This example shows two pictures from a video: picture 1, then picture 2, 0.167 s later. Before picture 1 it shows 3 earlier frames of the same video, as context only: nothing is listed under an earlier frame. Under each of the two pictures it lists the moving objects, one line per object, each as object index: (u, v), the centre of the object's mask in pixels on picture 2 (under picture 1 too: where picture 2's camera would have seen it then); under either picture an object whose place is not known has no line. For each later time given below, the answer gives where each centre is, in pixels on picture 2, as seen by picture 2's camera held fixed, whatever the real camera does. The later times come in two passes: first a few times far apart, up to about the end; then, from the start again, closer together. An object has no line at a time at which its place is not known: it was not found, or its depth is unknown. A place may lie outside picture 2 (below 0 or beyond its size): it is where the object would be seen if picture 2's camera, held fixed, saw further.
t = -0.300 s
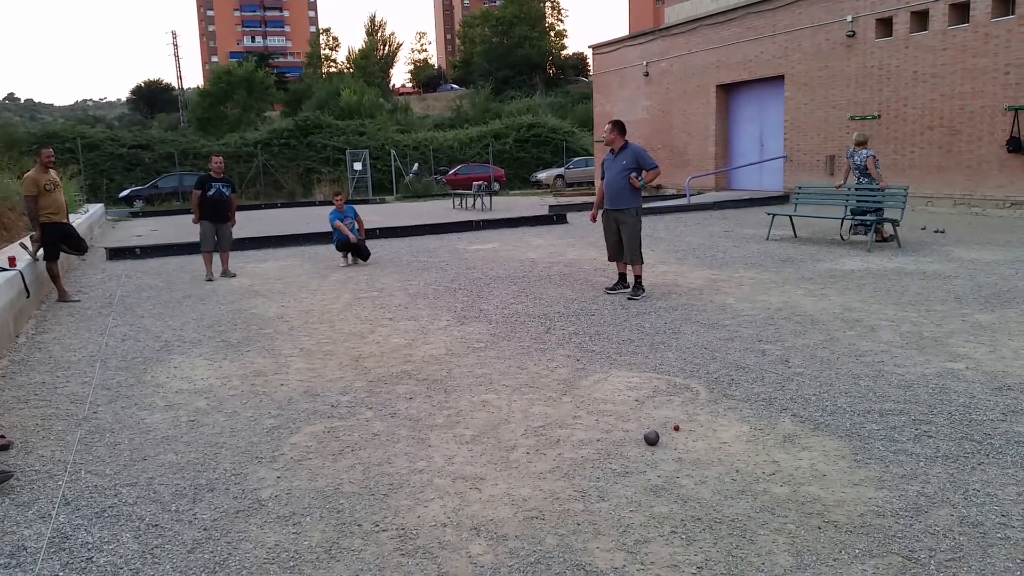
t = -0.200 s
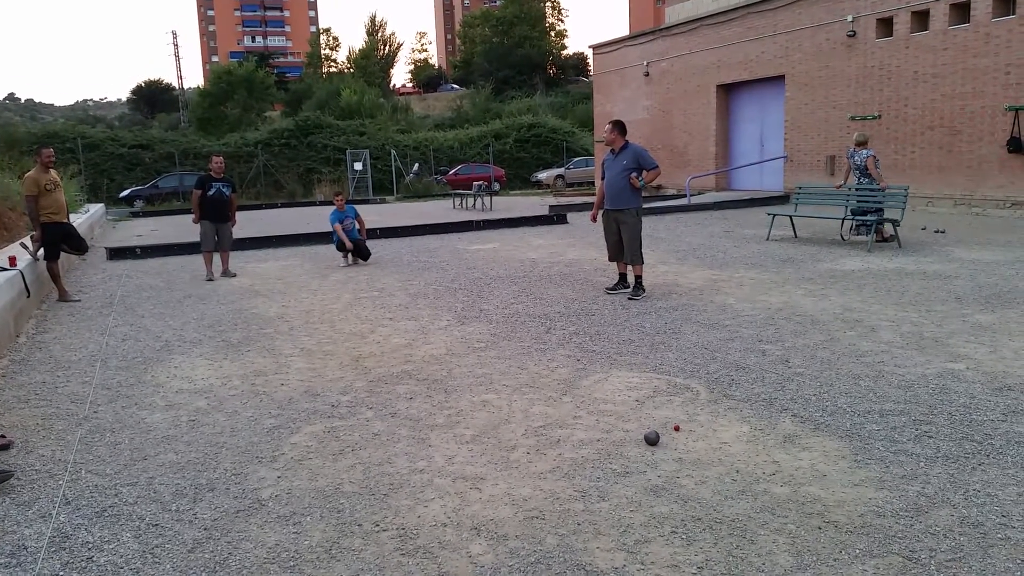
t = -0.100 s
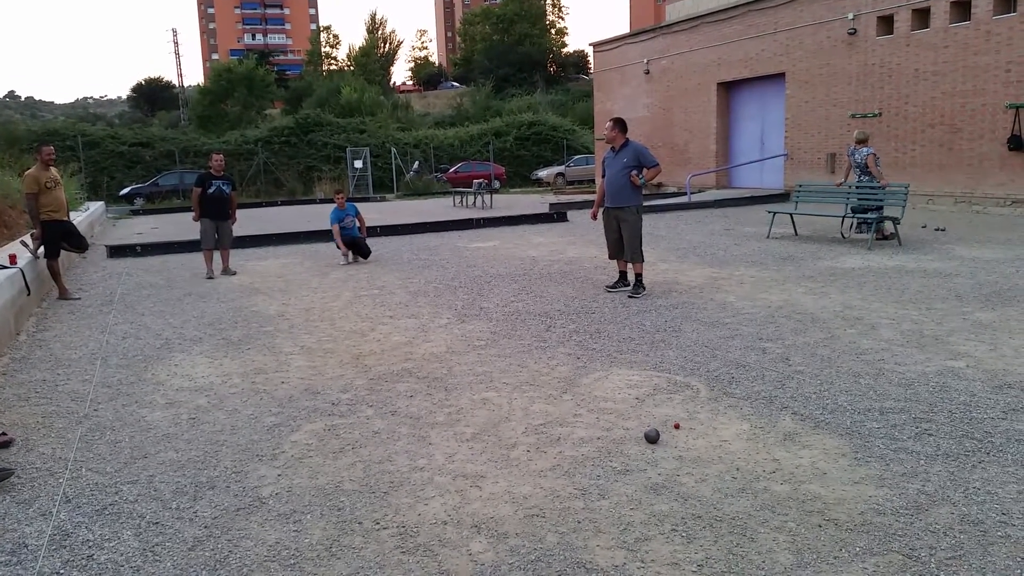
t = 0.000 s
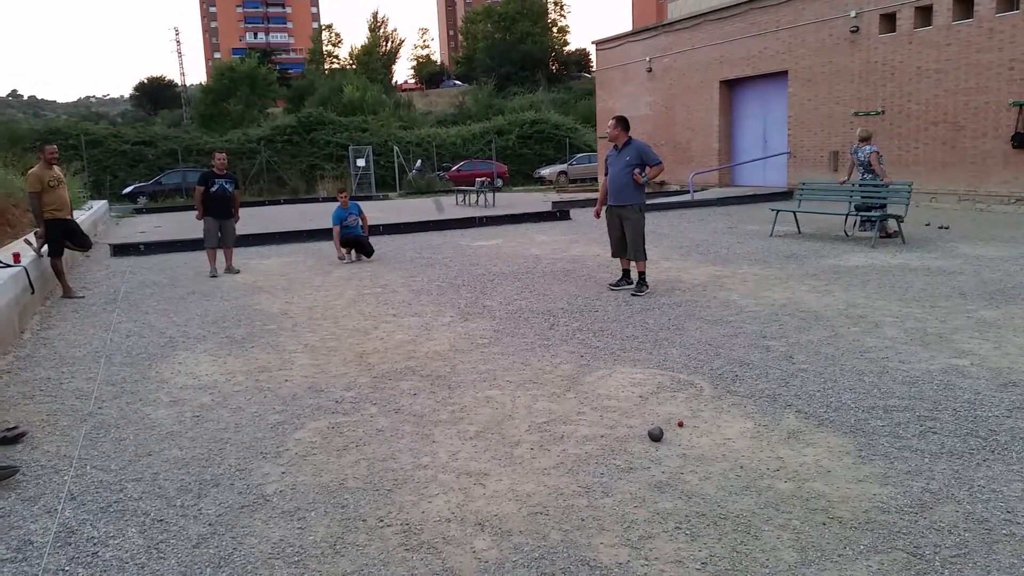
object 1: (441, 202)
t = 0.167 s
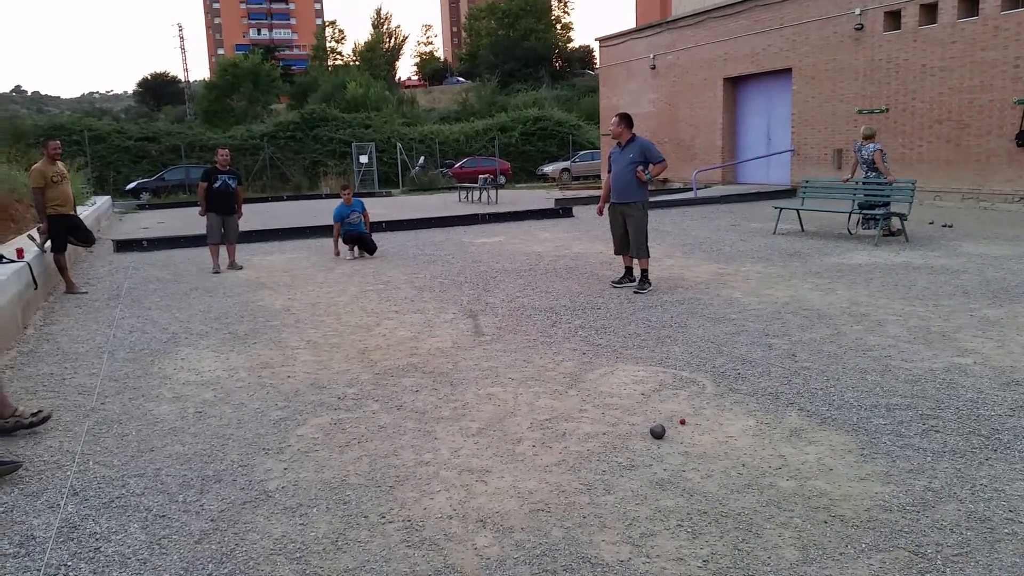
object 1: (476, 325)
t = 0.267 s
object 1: (486, 332)
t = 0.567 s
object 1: (511, 351)
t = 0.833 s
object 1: (532, 363)
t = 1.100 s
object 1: (552, 373)
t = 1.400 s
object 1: (573, 381)
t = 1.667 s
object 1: (589, 383)
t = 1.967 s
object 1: (602, 382)
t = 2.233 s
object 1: (610, 382)
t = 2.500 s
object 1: (607, 383)
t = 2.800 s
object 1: (609, 384)
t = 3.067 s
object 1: (608, 384)
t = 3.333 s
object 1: (609, 384)
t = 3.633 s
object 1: (608, 384)
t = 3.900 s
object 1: (609, 384)
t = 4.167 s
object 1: (609, 385)
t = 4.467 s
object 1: (609, 385)
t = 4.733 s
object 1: (608, 384)
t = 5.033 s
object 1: (608, 384)
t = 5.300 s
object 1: (608, 384)
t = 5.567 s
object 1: (608, 384)
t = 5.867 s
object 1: (608, 384)
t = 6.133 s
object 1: (608, 384)
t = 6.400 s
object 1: (609, 384)
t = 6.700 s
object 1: (608, 384)
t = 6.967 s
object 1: (608, 384)
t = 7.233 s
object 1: (609, 384)
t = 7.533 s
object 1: (608, 384)
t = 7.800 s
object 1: (608, 384)
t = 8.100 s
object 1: (608, 384)
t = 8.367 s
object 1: (608, 384)
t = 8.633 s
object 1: (608, 384)
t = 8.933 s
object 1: (608, 384)
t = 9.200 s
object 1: (608, 384)
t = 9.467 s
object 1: (608, 384)
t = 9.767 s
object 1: (608, 384)
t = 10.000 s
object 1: (608, 384)
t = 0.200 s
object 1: (480, 332)
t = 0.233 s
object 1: (483, 331)
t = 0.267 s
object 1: (486, 332)
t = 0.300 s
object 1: (489, 334)
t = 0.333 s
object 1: (492, 337)
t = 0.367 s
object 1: (496, 342)
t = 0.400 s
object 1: (498, 343)
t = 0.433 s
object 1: (501, 344)
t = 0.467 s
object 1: (504, 347)
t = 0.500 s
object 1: (506, 348)
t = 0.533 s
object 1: (509, 349)
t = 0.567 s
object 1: (511, 351)
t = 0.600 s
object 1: (513, 353)
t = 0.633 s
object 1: (516, 354)
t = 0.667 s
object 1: (519, 356)
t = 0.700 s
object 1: (521, 357)
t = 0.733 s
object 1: (524, 358)
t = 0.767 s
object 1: (526, 361)
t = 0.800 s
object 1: (529, 361)
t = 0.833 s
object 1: (532, 363)
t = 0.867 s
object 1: (534, 364)
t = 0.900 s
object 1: (537, 364)
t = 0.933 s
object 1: (539, 366)
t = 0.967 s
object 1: (541, 369)
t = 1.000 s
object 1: (544, 370)
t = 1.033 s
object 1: (546, 371)
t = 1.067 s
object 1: (549, 373)
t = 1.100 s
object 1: (552, 373)
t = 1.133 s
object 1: (554, 375)
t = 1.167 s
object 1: (557, 376)
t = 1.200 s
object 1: (559, 376)
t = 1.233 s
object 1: (561, 377)
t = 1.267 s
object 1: (564, 379)
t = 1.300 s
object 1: (566, 380)
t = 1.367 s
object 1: (571, 380)
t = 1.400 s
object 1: (573, 381)
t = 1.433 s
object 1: (575, 381)
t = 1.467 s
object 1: (578, 381)
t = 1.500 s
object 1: (580, 382)
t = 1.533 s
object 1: (582, 382)
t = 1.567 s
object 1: (584, 383)
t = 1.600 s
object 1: (586, 383)
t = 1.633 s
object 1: (588, 383)
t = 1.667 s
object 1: (589, 383)
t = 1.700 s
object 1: (591, 383)
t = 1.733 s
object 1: (592, 383)
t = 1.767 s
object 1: (594, 383)
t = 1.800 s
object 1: (596, 383)
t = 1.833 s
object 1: (597, 383)
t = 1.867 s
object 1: (597, 383)
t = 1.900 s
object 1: (598, 382)
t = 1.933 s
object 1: (600, 382)
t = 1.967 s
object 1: (602, 382)
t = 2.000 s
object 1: (603, 382)
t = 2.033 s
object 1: (604, 382)
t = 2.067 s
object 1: (605, 382)
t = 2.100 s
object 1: (606, 382)
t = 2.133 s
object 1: (607, 383)
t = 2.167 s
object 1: (608, 382)
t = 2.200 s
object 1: (609, 382)
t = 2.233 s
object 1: (610, 382)
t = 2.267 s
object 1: (610, 382)
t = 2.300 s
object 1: (610, 383)
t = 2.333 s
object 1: (610, 383)
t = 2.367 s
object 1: (609, 383)
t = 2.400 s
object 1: (608, 383)
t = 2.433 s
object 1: (608, 383)
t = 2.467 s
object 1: (608, 383)
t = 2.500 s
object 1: (607, 383)
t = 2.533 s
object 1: (607, 384)
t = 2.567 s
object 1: (607, 384)
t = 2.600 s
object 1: (607, 384)
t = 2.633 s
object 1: (607, 384)
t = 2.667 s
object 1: (608, 384)
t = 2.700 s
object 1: (608, 384)
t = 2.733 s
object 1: (608, 384)
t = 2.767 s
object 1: (609, 384)
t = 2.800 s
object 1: (609, 384)
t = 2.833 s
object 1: (609, 384)
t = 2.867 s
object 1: (609, 384)
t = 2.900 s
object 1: (609, 384)
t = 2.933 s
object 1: (609, 384)
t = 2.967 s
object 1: (609, 384)
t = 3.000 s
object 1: (608, 384)
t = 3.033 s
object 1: (608, 384)
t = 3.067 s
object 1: (608, 384)
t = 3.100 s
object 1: (608, 384)
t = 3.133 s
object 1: (608, 384)
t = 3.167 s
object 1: (608, 384)
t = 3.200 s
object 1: (608, 384)
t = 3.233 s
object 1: (608, 384)
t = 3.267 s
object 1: (608, 384)
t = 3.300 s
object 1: (609, 384)
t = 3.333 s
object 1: (609, 384)
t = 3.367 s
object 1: (609, 384)
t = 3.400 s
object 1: (609, 384)
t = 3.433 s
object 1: (609, 384)
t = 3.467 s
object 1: (608, 384)
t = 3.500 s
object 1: (608, 384)
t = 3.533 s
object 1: (608, 384)
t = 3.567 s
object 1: (608, 384)
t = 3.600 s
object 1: (608, 384)
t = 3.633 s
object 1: (608, 384)
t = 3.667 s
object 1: (608, 384)
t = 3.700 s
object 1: (608, 384)
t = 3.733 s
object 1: (608, 384)
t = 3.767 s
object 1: (608, 384)
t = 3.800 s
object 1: (609, 385)
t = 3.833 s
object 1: (609, 385)
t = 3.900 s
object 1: (609, 384)
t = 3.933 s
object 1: (609, 385)
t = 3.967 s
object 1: (609, 385)
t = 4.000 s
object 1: (609, 385)
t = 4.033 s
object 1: (609, 385)
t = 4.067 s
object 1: (609, 385)
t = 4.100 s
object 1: (609, 385)
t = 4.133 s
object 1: (609, 385)
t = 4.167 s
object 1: (609, 385)
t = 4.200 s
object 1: (608, 385)
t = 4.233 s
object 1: (609, 385)
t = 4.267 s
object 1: (609, 385)
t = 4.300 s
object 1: (609, 385)
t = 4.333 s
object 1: (608, 385)
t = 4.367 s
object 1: (609, 385)
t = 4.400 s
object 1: (609, 385)
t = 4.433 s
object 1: (609, 385)
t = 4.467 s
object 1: (609, 385)
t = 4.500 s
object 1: (609, 385)
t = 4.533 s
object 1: (609, 385)
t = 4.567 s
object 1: (609, 385)
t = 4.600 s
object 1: (609, 385)
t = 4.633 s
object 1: (609, 385)
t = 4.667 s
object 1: (609, 384)
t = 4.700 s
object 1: (608, 384)
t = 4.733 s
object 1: (608, 384)
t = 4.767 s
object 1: (608, 384)
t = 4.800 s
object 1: (608, 384)
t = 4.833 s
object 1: (608, 384)
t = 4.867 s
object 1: (609, 384)
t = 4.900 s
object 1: (609, 384)
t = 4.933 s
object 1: (609, 384)
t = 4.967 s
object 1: (609, 384)
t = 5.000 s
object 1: (608, 384)
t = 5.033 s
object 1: (608, 384)
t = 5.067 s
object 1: (608, 384)
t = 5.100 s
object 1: (609, 384)
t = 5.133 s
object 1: (608, 384)
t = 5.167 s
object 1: (608, 384)
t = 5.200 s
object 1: (608, 384)
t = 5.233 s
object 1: (608, 384)
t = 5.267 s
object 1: (608, 384)
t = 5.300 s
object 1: (608, 384)
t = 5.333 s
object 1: (608, 384)
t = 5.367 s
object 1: (608, 384)
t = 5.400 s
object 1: (609, 384)
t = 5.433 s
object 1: (609, 384)
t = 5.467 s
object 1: (608, 384)
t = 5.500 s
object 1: (608, 384)
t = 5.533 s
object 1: (609, 384)
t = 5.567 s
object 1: (608, 384)
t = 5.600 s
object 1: (608, 384)
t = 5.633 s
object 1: (608, 384)
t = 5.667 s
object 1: (608, 384)
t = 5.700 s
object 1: (609, 384)
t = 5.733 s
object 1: (608, 384)
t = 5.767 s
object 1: (608, 384)
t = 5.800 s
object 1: (608, 384)
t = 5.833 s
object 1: (609, 384)
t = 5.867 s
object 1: (608, 384)
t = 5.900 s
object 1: (608, 384)
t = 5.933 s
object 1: (608, 384)
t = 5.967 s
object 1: (609, 384)
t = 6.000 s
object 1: (609, 384)
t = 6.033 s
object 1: (609, 384)
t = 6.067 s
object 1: (609, 384)
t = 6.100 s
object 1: (608, 384)
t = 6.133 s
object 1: (608, 384)
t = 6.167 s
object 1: (609, 384)
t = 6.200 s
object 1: (609, 384)
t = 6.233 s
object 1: (608, 384)
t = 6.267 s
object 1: (608, 384)
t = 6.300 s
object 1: (608, 384)
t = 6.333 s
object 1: (608, 384)
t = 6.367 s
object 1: (609, 384)
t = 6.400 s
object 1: (609, 384)
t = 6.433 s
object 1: (609, 384)
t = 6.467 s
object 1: (609, 384)
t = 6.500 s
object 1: (608, 384)
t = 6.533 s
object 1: (608, 384)
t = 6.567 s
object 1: (609, 384)
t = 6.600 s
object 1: (608, 384)
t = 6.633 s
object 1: (608, 384)
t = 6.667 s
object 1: (608, 384)
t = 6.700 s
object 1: (608, 384)
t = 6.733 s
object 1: (609, 384)
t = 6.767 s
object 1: (608, 384)
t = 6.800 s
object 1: (609, 384)
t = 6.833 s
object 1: (609, 384)
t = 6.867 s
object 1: (608, 384)
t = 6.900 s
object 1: (609, 384)
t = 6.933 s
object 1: (608, 384)
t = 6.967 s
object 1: (608, 384)
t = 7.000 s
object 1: (609, 384)
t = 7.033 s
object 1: (608, 384)
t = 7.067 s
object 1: (608, 384)
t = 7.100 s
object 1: (609, 384)
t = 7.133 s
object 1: (608, 384)
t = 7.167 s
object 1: (608, 384)
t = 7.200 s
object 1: (608, 384)
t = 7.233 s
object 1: (609, 384)
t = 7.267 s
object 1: (608, 384)
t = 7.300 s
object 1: (608, 384)
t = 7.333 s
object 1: (608, 384)
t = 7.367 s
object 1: (608, 384)
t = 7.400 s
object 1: (608, 384)
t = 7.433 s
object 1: (608, 384)
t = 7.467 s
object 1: (608, 384)
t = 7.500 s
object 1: (608, 384)
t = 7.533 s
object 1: (608, 384)
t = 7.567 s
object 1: (608, 384)
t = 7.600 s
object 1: (608, 384)
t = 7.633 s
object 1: (608, 384)
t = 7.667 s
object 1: (608, 384)
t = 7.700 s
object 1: (608, 384)
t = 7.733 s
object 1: (608, 384)
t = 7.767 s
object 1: (608, 384)
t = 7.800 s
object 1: (608, 384)
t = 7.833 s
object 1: (608, 384)
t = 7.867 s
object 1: (609, 384)
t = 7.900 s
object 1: (609, 384)
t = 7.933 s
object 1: (609, 384)
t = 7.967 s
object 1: (608, 384)
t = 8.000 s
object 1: (609, 384)
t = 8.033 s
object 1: (609, 384)
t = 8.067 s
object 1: (608, 384)
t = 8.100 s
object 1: (608, 384)
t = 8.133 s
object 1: (608, 384)
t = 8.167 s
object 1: (609, 384)
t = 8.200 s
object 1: (608, 384)
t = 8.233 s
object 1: (608, 384)
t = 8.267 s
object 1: (608, 384)
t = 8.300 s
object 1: (608, 384)
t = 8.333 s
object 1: (608, 384)
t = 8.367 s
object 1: (608, 384)
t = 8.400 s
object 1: (608, 384)
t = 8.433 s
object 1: (608, 384)
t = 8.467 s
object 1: (608, 384)
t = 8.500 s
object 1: (608, 384)
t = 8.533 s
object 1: (608, 384)
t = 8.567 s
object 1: (608, 384)
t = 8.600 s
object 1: (608, 384)
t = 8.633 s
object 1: (608, 384)
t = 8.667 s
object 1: (609, 384)
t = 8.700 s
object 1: (608, 384)
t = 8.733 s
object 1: (608, 384)
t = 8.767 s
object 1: (608, 384)
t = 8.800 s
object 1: (609, 384)
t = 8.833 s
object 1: (608, 384)
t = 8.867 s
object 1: (608, 384)
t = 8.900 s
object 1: (609, 384)
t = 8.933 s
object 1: (608, 384)
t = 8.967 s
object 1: (609, 384)
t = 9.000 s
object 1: (609, 384)
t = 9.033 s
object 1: (609, 384)
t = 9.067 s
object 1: (608, 384)
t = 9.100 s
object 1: (608, 384)
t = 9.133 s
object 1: (608, 384)
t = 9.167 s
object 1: (608, 384)
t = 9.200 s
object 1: (608, 384)
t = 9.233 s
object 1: (608, 384)
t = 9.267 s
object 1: (608, 384)
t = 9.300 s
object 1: (608, 384)
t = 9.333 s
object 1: (609, 384)
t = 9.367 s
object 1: (608, 384)
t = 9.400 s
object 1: (608, 384)
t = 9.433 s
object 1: (608, 384)
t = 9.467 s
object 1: (608, 384)
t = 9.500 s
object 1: (608, 384)
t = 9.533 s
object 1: (609, 384)
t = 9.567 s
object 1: (608, 384)
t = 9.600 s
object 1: (608, 384)
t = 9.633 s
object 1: (608, 384)
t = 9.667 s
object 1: (608, 384)
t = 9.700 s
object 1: (609, 384)
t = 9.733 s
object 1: (608, 384)
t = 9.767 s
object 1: (608, 384)
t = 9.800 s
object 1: (608, 384)
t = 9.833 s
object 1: (608, 384)
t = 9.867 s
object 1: (609, 384)
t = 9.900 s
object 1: (608, 384)
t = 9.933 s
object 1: (608, 384)
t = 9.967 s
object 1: (608, 384)
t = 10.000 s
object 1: (608, 384)
